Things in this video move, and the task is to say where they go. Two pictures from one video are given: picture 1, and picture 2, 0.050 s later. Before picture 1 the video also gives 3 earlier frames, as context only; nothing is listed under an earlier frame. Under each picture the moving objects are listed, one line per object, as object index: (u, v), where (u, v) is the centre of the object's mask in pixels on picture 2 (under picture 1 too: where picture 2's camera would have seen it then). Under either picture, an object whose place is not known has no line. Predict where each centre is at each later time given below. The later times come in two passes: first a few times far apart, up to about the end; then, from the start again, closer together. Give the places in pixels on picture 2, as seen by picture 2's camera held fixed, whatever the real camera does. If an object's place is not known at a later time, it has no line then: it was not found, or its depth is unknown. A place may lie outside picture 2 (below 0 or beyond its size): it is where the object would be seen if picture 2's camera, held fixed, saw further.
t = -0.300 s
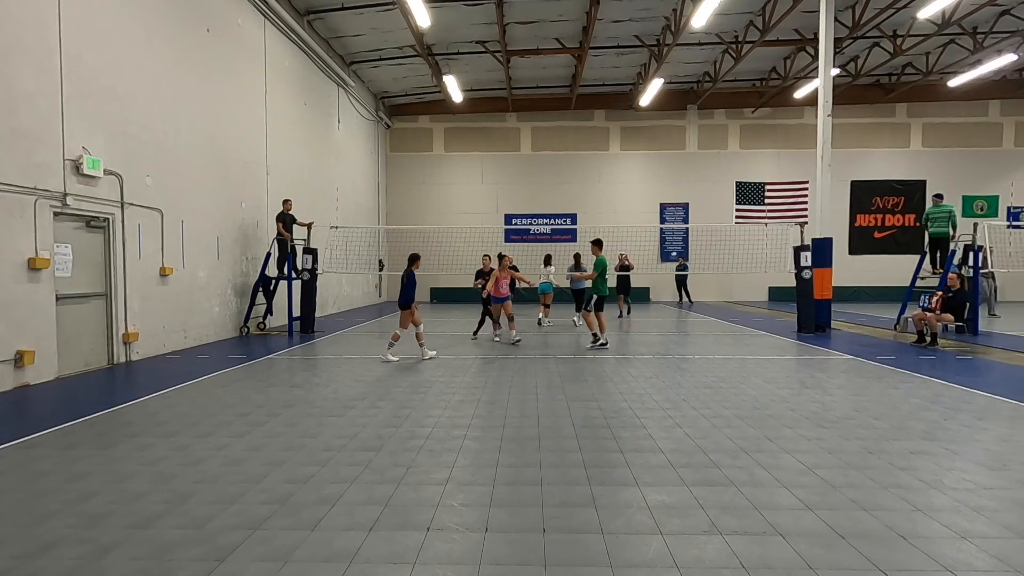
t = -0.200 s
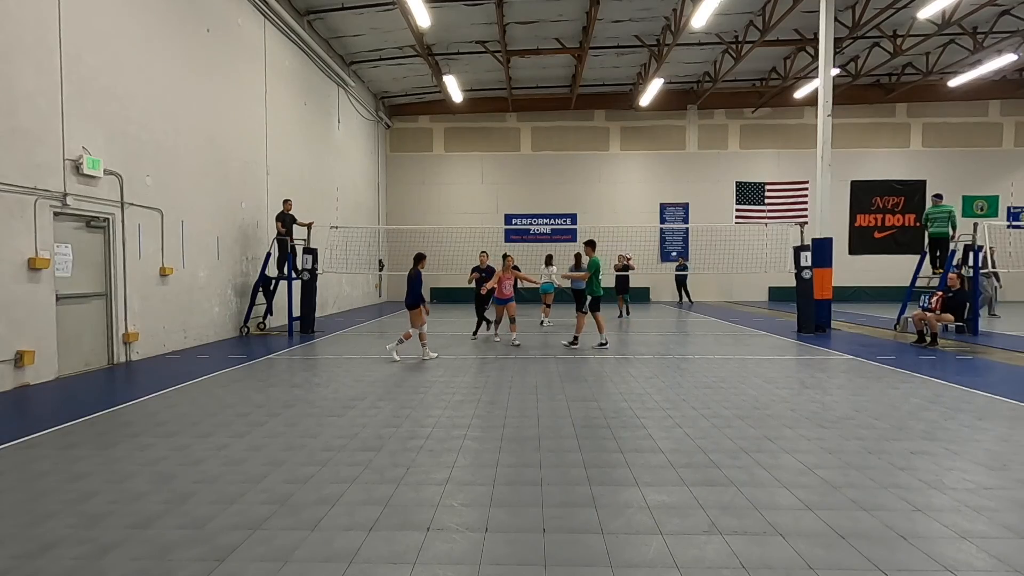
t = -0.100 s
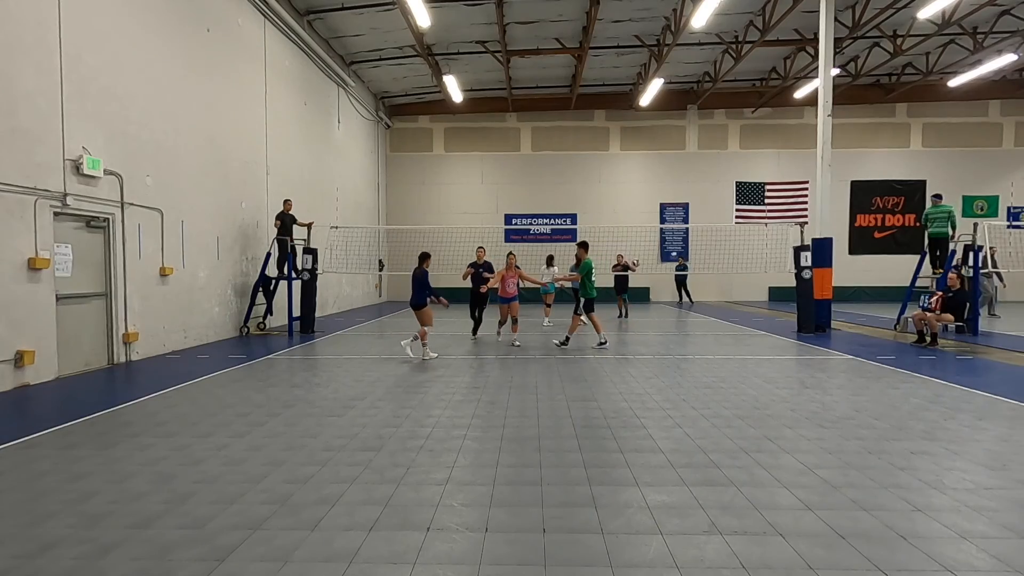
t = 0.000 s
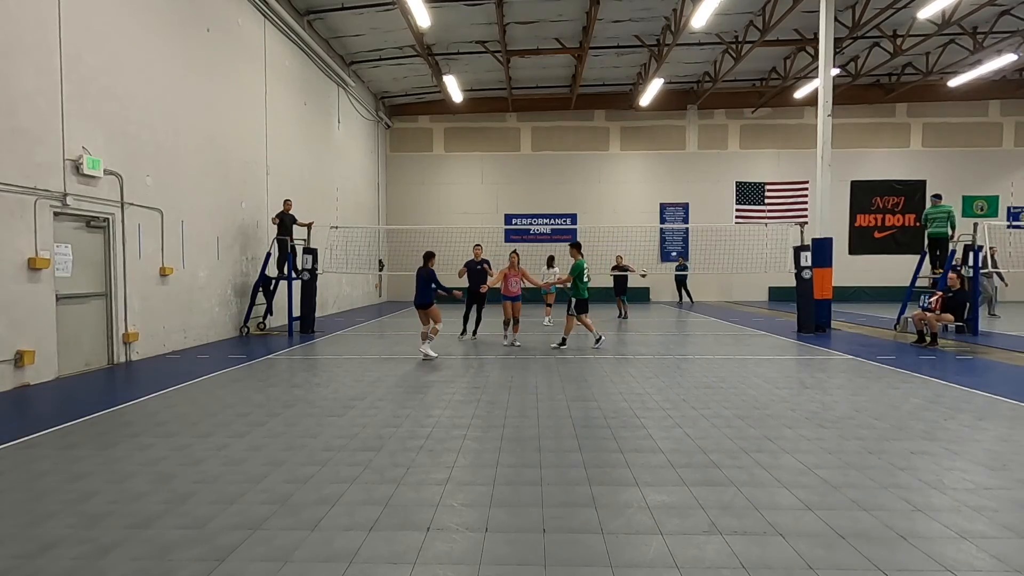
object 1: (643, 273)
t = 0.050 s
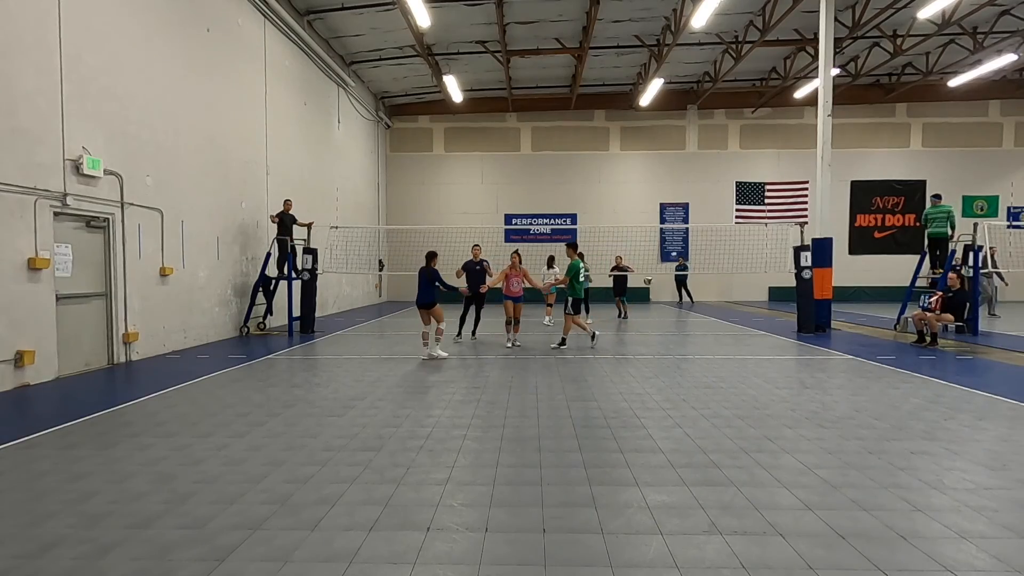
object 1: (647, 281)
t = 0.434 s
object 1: (680, 308)
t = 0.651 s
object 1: (694, 291)
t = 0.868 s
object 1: (709, 299)
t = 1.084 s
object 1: (726, 339)
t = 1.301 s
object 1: (747, 331)
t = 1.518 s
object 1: (771, 326)
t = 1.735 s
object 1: (799, 360)
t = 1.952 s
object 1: (833, 368)
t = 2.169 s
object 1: (873, 373)
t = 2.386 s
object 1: (925, 424)
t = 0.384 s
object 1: (676, 315)
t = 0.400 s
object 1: (678, 313)
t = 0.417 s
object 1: (679, 310)
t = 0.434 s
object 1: (680, 308)
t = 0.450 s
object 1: (681, 305)
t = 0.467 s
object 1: (683, 303)
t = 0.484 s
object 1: (683, 302)
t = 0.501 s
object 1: (684, 301)
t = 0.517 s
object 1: (684, 299)
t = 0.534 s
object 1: (686, 297)
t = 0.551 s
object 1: (687, 295)
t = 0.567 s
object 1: (689, 294)
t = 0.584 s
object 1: (690, 294)
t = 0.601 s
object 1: (691, 293)
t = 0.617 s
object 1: (692, 292)
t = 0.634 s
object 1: (693, 291)
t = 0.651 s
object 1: (694, 291)
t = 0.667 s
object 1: (695, 290)
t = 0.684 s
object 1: (697, 290)
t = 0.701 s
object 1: (697, 290)
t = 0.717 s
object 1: (699, 290)
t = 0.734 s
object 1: (699, 290)
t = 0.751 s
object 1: (701, 291)
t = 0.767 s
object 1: (702, 292)
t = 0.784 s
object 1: (703, 292)
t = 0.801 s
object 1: (705, 294)
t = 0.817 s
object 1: (706, 295)
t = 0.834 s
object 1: (707, 296)
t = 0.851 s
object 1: (708, 297)
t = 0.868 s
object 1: (709, 299)
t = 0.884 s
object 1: (710, 301)
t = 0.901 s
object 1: (712, 302)
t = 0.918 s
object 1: (713, 305)
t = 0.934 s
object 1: (715, 308)
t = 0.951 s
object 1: (716, 310)
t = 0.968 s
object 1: (717, 313)
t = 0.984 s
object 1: (718, 316)
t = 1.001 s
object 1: (720, 320)
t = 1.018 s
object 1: (722, 323)
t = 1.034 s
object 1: (722, 327)
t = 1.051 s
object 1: (724, 331)
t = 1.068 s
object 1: (725, 335)
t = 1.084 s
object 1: (726, 339)
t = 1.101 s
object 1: (728, 344)
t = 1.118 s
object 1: (729, 349)
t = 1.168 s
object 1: (734, 350)
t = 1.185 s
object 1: (736, 347)
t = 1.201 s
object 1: (737, 345)
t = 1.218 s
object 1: (739, 342)
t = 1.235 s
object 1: (740, 340)
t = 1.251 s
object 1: (742, 337)
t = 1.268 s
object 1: (744, 335)
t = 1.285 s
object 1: (746, 333)
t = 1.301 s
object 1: (747, 331)
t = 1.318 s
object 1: (749, 330)
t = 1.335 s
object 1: (751, 328)
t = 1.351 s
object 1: (752, 328)
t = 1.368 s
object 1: (755, 326)
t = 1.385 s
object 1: (756, 326)
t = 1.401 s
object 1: (758, 325)
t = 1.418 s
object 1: (760, 324)
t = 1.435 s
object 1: (762, 324)
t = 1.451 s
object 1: (764, 324)
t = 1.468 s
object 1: (766, 324)
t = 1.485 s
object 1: (768, 325)
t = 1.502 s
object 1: (770, 325)
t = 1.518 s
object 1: (771, 326)
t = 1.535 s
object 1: (773, 327)
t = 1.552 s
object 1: (775, 328)
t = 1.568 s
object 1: (778, 330)
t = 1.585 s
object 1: (780, 332)
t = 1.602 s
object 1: (782, 334)
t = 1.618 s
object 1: (784, 337)
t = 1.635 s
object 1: (786, 339)
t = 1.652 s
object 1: (789, 342)
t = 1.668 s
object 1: (791, 345)
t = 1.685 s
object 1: (793, 348)
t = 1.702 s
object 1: (794, 352)
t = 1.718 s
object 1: (797, 356)
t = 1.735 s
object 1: (799, 360)
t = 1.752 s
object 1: (801, 365)
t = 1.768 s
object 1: (804, 370)
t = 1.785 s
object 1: (806, 375)
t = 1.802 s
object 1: (809, 382)
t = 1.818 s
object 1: (811, 386)
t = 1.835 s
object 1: (814, 384)
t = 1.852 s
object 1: (817, 381)
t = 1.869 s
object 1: (820, 378)
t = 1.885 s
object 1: (822, 376)
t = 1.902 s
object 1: (825, 373)
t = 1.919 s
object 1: (827, 371)
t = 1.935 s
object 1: (830, 369)
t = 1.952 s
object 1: (833, 368)
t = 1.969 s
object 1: (836, 367)
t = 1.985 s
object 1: (839, 366)
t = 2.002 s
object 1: (842, 365)
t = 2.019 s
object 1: (844, 364)
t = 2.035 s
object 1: (848, 364)
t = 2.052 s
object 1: (850, 364)
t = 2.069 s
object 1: (854, 364)
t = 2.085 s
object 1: (857, 365)
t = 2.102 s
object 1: (860, 366)
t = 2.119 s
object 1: (864, 367)
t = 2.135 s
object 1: (867, 369)
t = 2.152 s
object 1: (871, 371)
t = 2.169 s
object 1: (873, 373)
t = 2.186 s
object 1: (877, 375)
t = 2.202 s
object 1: (881, 378)
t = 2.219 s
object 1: (884, 381)
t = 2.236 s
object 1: (889, 385)
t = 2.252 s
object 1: (892, 389)
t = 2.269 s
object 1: (896, 394)
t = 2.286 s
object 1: (900, 398)
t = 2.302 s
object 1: (903, 404)
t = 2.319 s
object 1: (908, 409)
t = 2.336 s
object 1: (912, 415)
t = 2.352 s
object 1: (916, 423)
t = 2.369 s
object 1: (920, 427)
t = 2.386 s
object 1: (925, 424)
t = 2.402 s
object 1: (928, 422)
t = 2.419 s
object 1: (933, 419)
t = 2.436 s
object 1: (938, 417)
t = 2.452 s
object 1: (943, 416)
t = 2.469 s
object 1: (947, 415)
